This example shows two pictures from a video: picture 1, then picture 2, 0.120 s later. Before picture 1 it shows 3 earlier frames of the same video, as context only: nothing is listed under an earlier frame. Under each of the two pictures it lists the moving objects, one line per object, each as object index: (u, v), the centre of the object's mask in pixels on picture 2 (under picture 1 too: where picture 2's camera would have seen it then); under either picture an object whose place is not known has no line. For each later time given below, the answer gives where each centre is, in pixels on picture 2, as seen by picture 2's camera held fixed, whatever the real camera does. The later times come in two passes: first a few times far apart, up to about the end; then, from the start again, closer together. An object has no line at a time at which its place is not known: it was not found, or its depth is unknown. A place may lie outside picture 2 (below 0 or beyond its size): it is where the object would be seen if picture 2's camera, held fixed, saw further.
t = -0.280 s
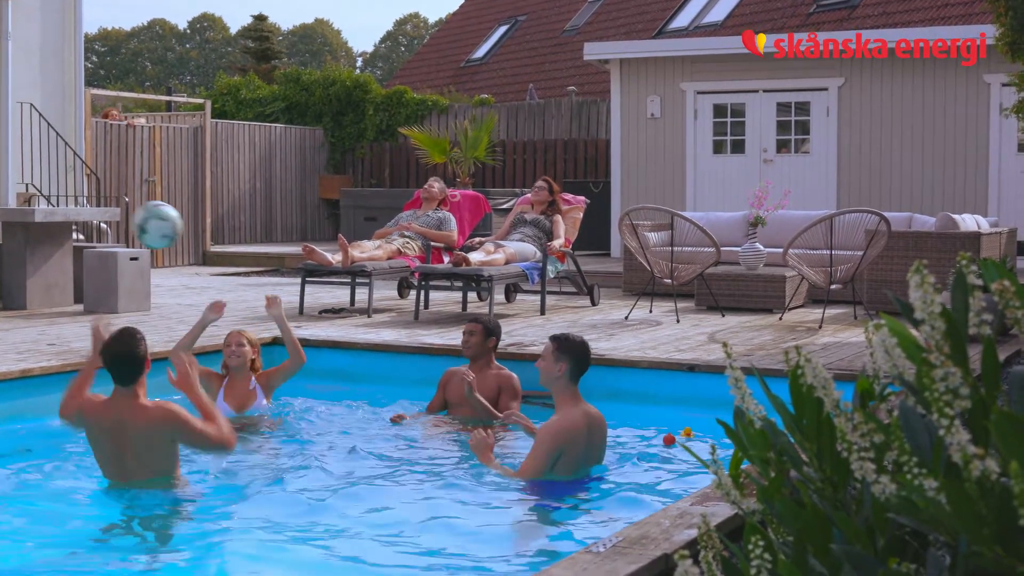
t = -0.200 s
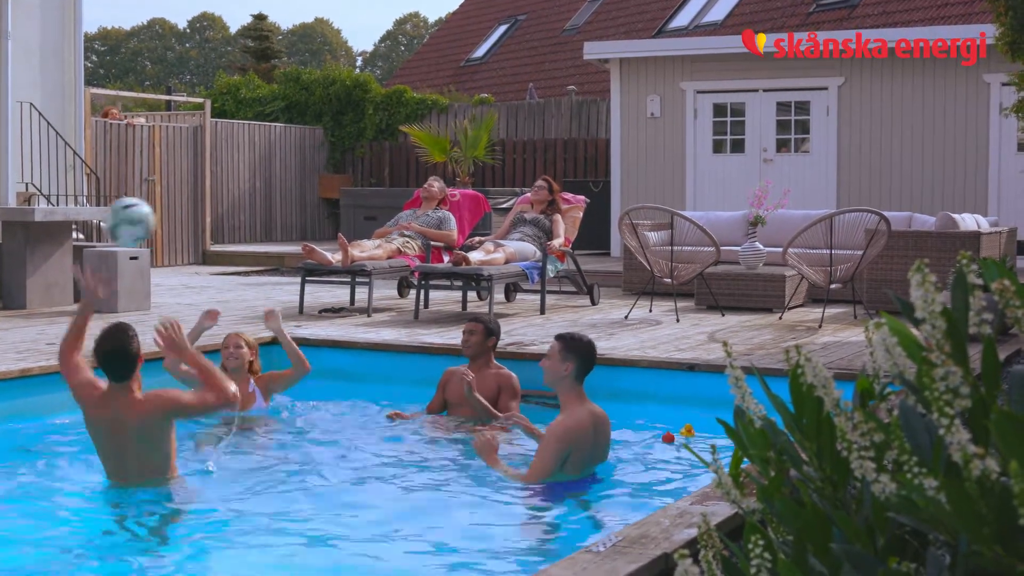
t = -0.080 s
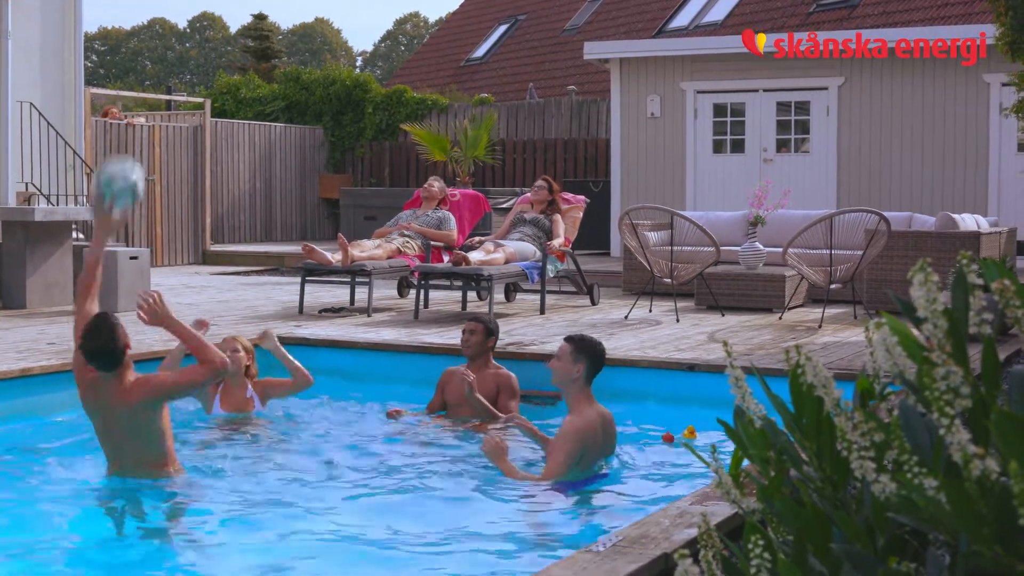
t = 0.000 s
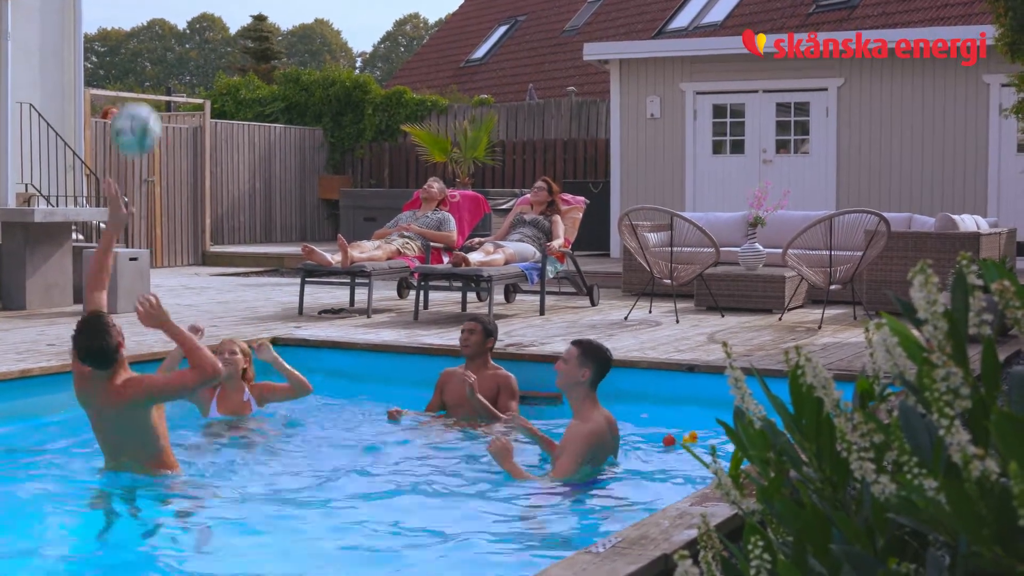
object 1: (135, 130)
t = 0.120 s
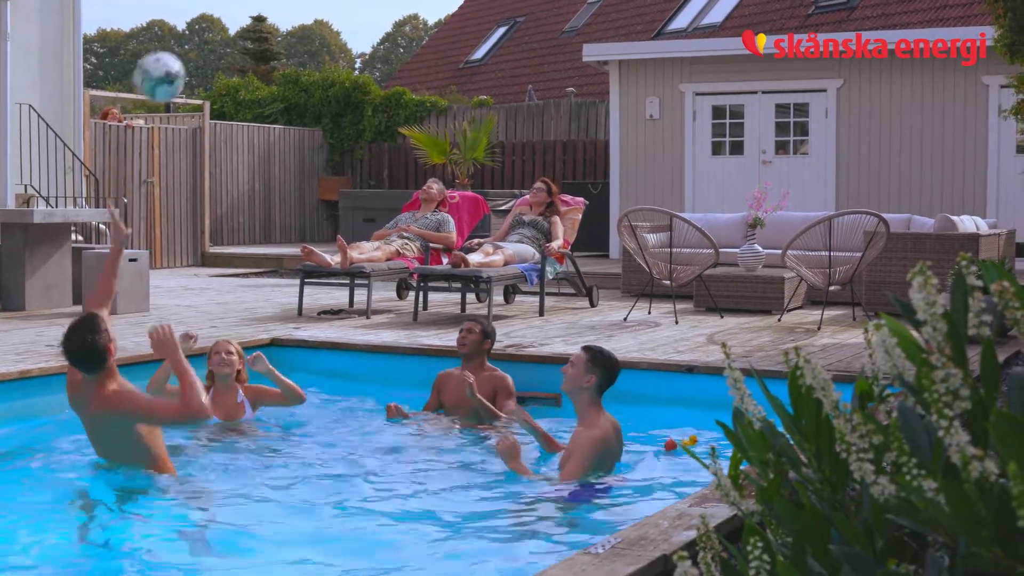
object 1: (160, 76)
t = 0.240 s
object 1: (184, 57)
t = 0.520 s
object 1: (238, 128)
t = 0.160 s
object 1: (168, 67)
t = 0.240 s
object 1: (184, 57)
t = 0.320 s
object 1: (199, 61)
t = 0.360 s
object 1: (207, 68)
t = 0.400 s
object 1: (215, 78)
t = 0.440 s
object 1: (223, 92)
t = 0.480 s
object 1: (231, 108)
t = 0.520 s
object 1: (238, 128)
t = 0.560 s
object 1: (246, 153)
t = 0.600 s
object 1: (253, 179)
